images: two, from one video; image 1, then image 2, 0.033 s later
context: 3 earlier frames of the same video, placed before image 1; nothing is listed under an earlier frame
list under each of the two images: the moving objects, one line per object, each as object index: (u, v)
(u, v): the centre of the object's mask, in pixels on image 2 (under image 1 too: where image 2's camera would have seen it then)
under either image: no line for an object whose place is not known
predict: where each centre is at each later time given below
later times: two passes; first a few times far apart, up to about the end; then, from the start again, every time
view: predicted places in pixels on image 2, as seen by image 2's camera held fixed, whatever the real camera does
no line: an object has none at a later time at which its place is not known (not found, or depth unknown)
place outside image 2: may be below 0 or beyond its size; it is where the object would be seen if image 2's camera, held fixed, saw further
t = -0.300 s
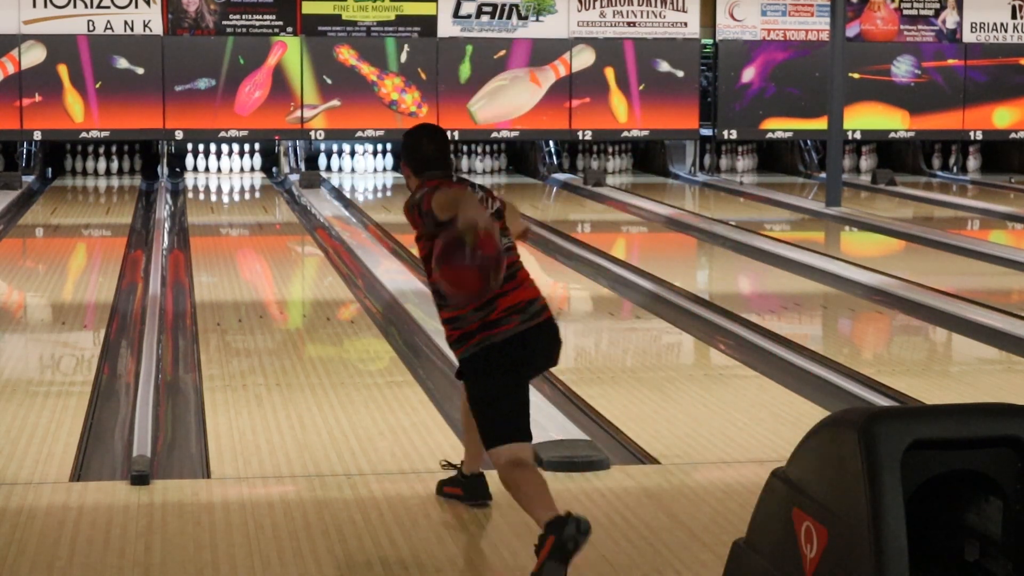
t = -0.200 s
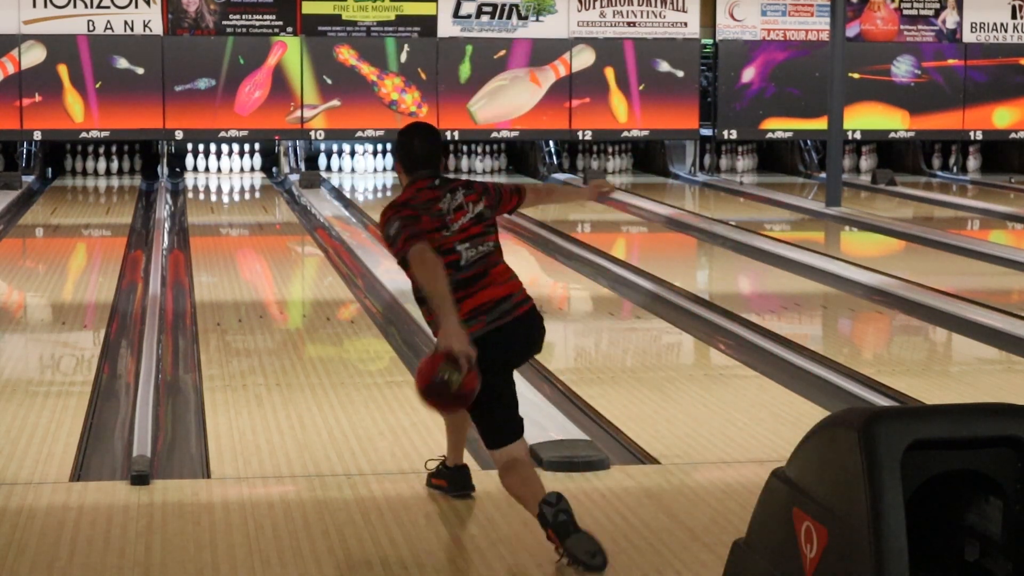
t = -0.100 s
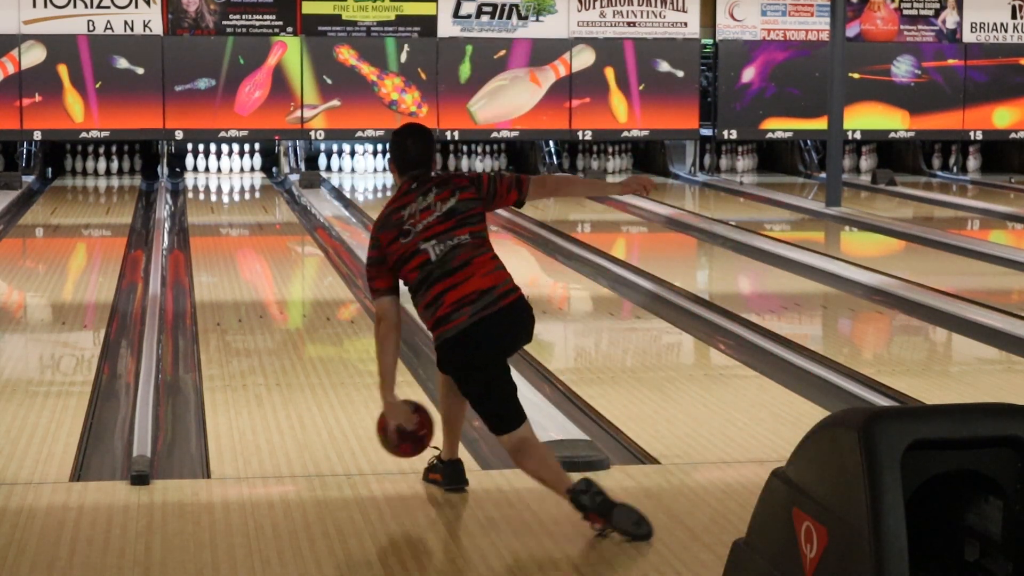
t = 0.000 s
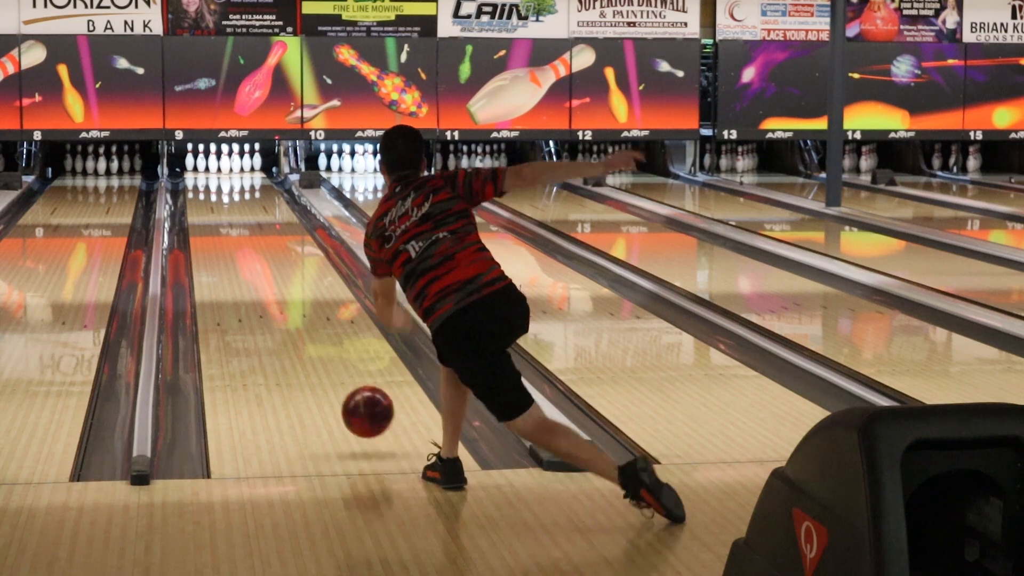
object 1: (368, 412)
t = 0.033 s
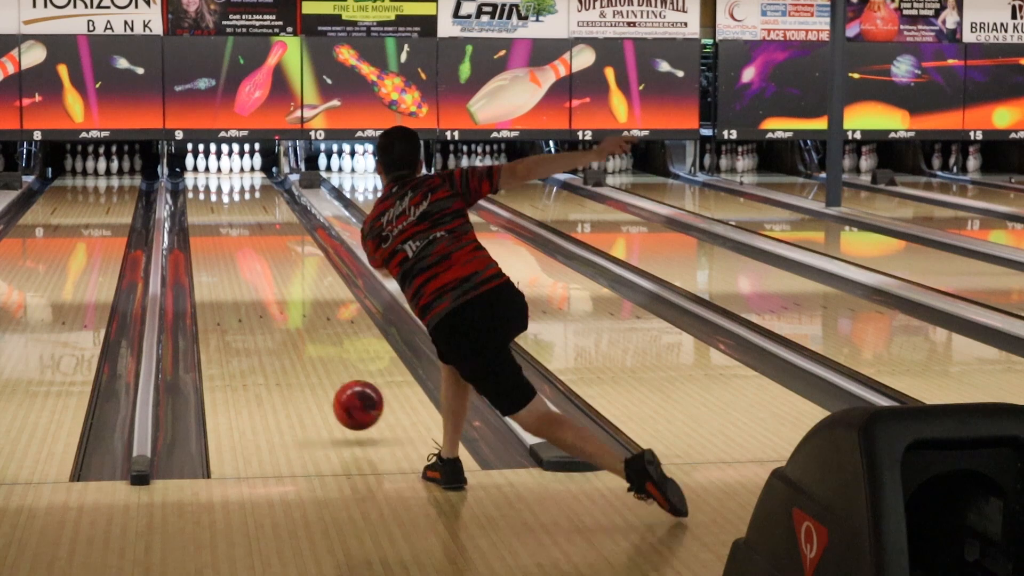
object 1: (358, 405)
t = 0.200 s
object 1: (319, 368)
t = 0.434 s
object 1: (281, 317)
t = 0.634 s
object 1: (258, 284)
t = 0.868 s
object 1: (238, 255)
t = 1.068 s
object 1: (225, 236)
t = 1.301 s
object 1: (213, 217)
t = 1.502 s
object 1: (206, 204)
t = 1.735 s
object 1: (202, 191)
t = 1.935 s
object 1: (203, 182)
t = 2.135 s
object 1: (211, 175)
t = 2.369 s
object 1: (221, 167)
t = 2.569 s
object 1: (228, 164)
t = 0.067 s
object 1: (349, 401)
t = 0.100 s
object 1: (341, 396)
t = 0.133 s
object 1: (333, 386)
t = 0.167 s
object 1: (326, 377)
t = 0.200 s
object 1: (319, 368)
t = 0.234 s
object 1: (313, 360)
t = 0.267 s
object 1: (307, 352)
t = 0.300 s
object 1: (301, 344)
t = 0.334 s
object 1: (296, 336)
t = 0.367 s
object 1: (291, 329)
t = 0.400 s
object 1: (286, 323)
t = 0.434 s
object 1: (281, 317)
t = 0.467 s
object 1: (277, 311)
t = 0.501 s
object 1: (273, 305)
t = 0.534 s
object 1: (269, 300)
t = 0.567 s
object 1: (265, 294)
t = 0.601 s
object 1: (261, 289)
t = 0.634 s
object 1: (258, 284)
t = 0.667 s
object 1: (255, 280)
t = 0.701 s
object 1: (251, 276)
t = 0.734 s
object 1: (248, 271)
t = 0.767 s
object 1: (246, 267)
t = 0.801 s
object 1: (243, 263)
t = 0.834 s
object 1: (240, 259)
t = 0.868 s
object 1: (238, 255)
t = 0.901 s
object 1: (235, 252)
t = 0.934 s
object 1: (233, 248)
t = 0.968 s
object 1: (231, 245)
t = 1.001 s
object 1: (229, 242)
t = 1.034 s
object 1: (227, 239)
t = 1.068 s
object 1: (225, 236)
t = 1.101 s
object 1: (223, 233)
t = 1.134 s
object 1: (221, 230)
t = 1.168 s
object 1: (219, 227)
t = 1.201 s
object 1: (218, 224)
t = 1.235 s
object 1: (216, 222)
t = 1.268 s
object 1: (215, 219)
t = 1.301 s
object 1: (213, 217)
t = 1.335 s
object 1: (212, 215)
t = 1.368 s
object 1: (210, 213)
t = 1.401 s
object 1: (209, 210)
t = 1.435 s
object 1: (208, 208)
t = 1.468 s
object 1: (207, 206)
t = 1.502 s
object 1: (206, 204)
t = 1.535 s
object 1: (205, 202)
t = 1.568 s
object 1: (205, 201)
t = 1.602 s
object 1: (204, 198)
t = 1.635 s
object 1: (202, 196)
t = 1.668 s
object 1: (202, 195)
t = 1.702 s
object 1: (202, 193)
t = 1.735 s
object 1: (202, 191)
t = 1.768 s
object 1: (202, 190)
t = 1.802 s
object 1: (202, 188)
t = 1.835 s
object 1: (202, 186)
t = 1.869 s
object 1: (202, 185)
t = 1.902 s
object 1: (202, 183)
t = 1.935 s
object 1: (203, 182)
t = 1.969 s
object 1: (204, 180)
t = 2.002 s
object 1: (205, 179)
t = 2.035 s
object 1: (206, 178)
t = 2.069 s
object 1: (208, 177)
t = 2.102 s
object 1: (210, 176)
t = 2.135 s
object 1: (211, 175)
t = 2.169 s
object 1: (213, 173)
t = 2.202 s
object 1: (214, 173)
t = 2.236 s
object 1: (215, 172)
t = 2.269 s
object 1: (217, 170)
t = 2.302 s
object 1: (218, 169)
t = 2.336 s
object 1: (220, 168)
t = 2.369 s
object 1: (221, 167)
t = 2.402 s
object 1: (222, 167)
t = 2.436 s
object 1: (221, 166)
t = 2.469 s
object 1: (223, 165)
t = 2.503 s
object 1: (225, 165)
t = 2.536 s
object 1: (226, 164)
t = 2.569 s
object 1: (228, 164)
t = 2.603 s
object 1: (231, 163)
